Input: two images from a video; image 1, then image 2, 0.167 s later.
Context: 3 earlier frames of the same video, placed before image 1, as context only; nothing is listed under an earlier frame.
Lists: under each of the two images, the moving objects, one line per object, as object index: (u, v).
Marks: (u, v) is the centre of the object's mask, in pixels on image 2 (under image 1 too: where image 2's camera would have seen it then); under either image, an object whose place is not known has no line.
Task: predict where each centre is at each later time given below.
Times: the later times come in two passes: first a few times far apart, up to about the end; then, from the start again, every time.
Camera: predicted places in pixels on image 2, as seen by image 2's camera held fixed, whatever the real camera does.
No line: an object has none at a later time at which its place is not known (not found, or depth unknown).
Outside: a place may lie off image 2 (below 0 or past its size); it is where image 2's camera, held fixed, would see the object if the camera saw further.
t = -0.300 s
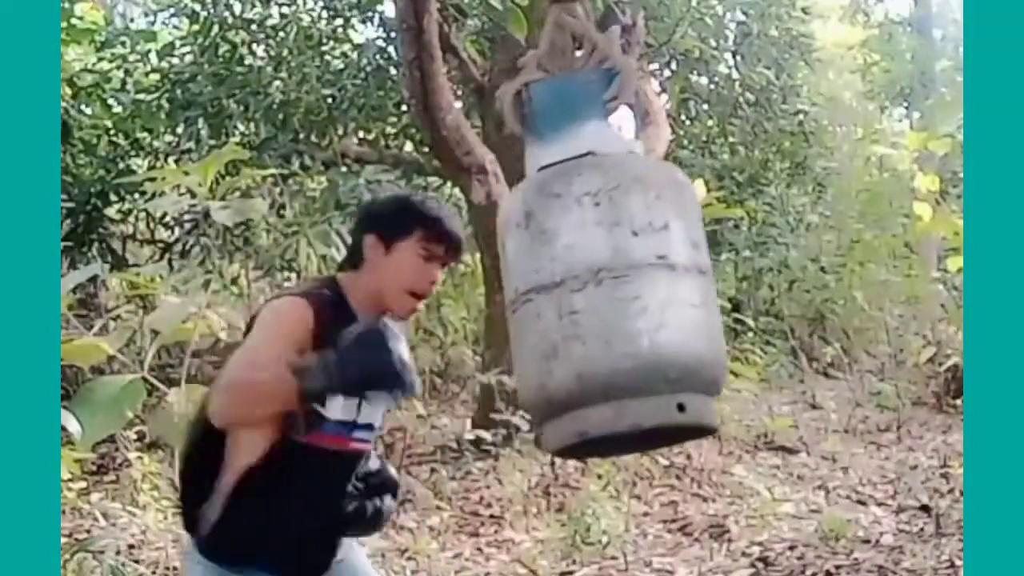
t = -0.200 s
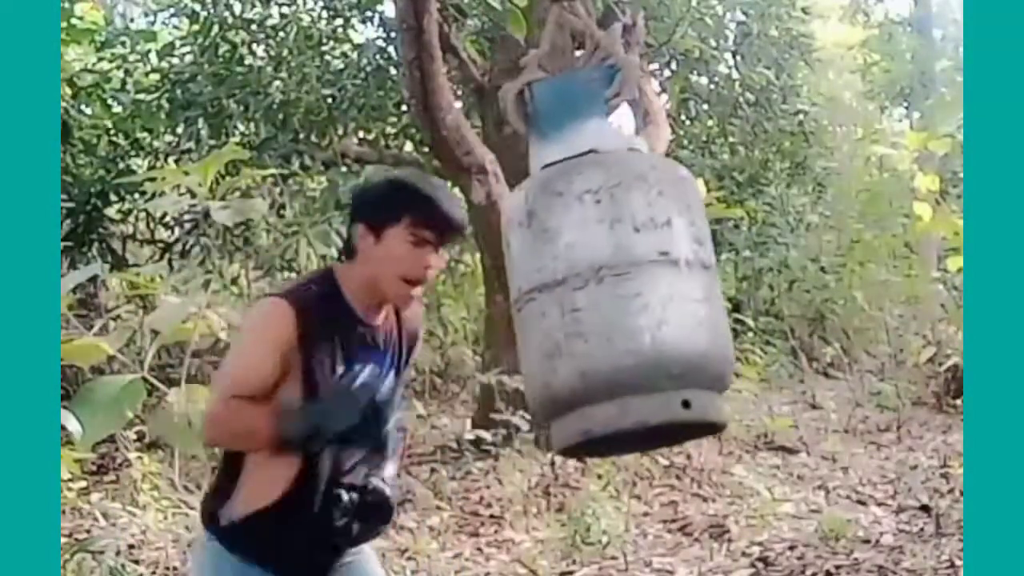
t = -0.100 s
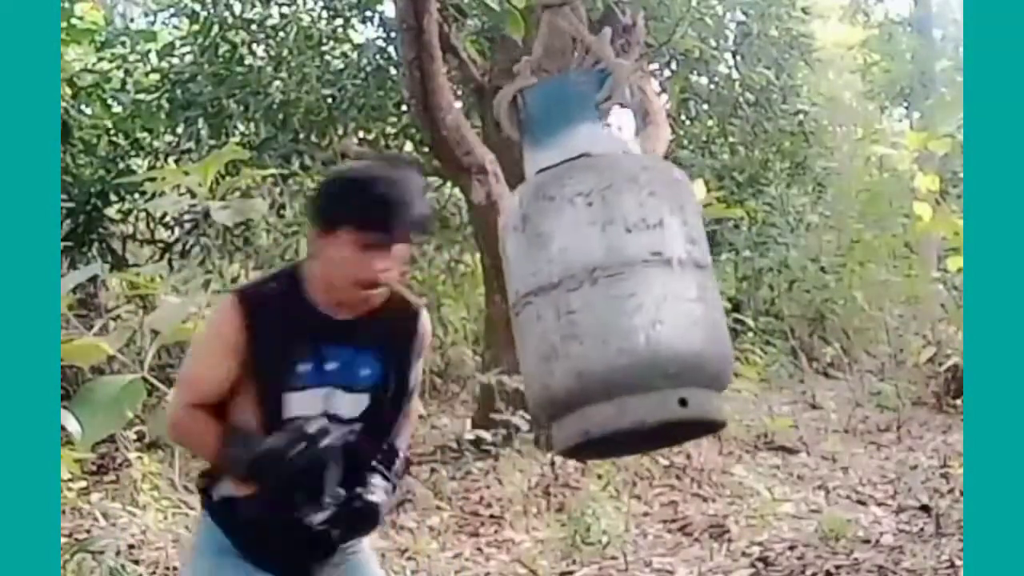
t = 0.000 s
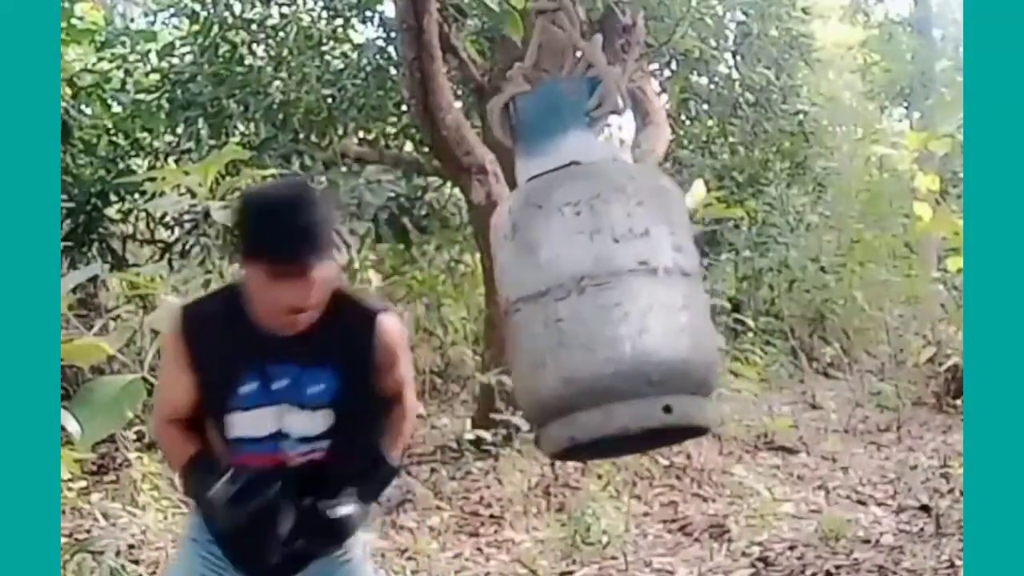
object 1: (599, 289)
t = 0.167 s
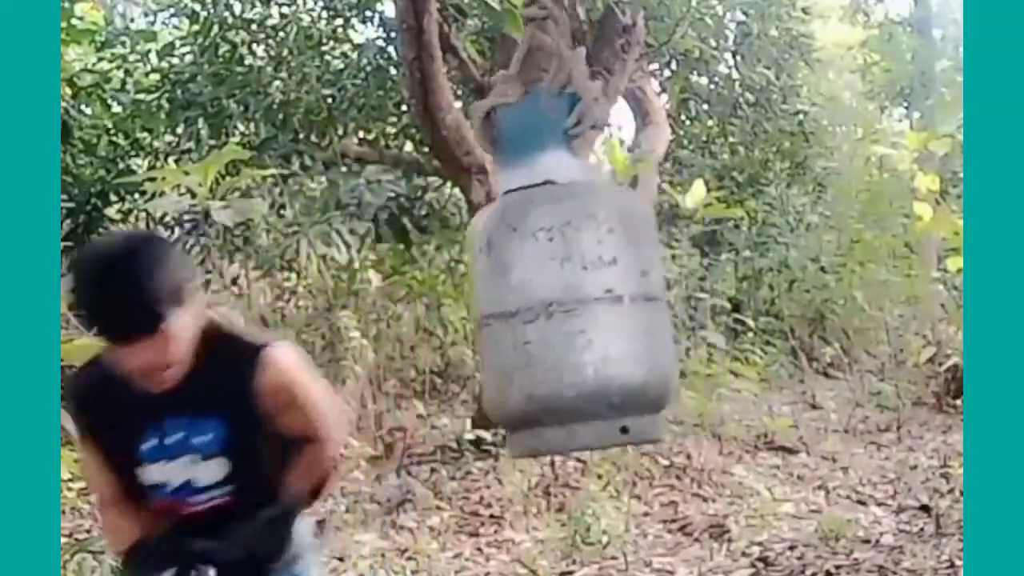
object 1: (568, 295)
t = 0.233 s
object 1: (552, 298)
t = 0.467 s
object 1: (497, 296)
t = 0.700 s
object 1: (460, 284)
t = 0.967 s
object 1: (447, 282)
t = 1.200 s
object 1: (468, 293)
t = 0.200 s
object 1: (560, 297)
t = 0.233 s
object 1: (552, 298)
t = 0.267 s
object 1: (544, 299)
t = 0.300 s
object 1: (535, 300)
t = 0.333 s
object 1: (527, 300)
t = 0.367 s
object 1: (520, 299)
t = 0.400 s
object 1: (511, 299)
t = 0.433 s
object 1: (504, 298)
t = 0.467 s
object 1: (497, 296)
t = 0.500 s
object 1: (490, 295)
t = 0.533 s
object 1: (484, 292)
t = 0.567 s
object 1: (478, 291)
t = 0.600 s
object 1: (472, 288)
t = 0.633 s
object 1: (467, 287)
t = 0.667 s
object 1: (463, 285)
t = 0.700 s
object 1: (460, 284)
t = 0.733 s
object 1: (456, 283)
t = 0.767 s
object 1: (453, 280)
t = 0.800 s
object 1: (450, 281)
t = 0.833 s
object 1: (449, 281)
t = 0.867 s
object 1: (449, 280)
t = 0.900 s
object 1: (448, 281)
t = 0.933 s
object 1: (447, 280)
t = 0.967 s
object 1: (447, 282)
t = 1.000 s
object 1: (448, 282)
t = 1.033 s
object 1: (450, 284)
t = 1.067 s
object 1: (452, 285)
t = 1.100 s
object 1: (455, 288)
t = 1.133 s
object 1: (459, 289)
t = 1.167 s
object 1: (463, 292)
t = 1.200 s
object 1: (468, 293)
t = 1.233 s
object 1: (474, 294)
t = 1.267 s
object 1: (480, 297)
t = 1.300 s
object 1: (485, 297)
